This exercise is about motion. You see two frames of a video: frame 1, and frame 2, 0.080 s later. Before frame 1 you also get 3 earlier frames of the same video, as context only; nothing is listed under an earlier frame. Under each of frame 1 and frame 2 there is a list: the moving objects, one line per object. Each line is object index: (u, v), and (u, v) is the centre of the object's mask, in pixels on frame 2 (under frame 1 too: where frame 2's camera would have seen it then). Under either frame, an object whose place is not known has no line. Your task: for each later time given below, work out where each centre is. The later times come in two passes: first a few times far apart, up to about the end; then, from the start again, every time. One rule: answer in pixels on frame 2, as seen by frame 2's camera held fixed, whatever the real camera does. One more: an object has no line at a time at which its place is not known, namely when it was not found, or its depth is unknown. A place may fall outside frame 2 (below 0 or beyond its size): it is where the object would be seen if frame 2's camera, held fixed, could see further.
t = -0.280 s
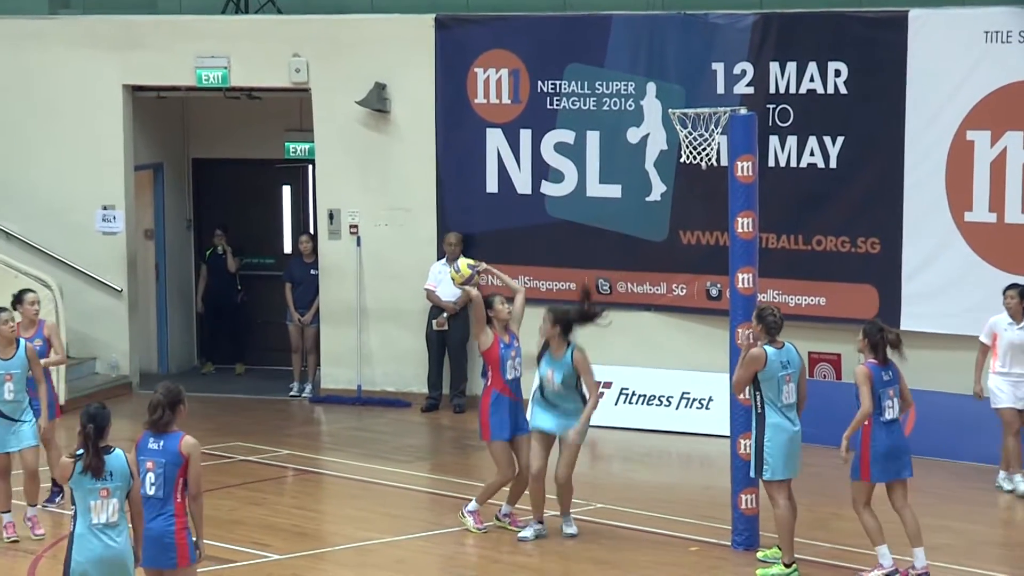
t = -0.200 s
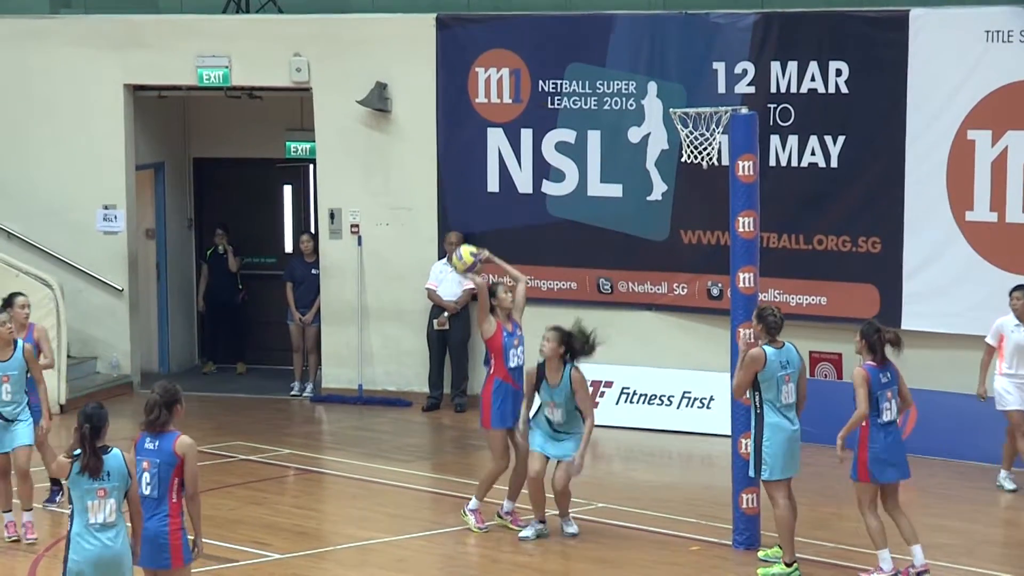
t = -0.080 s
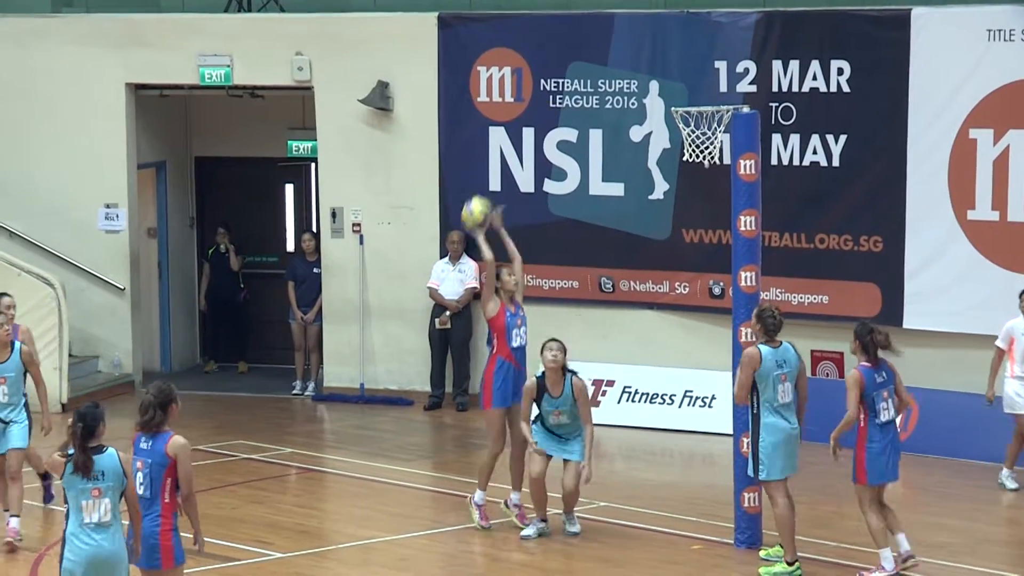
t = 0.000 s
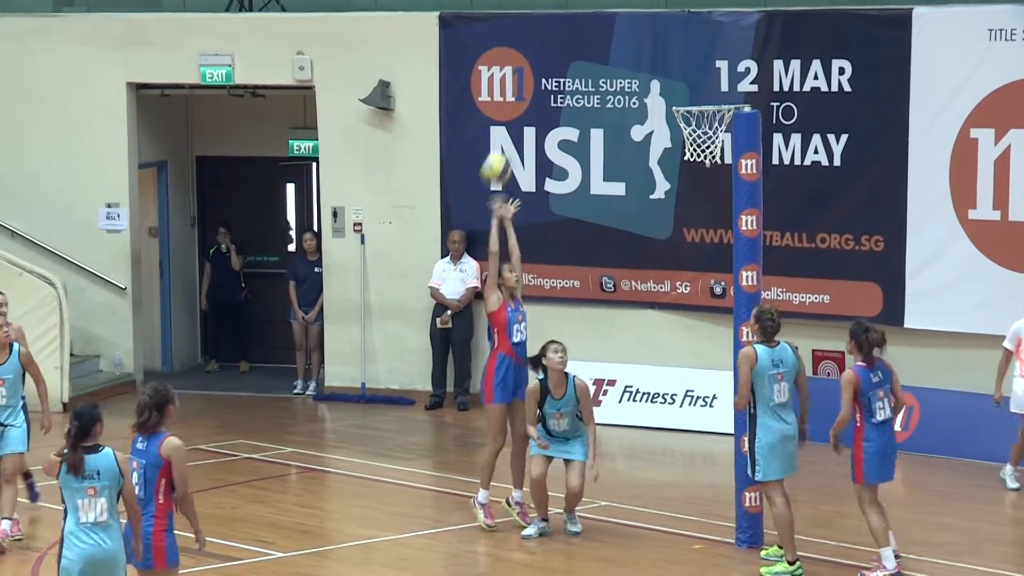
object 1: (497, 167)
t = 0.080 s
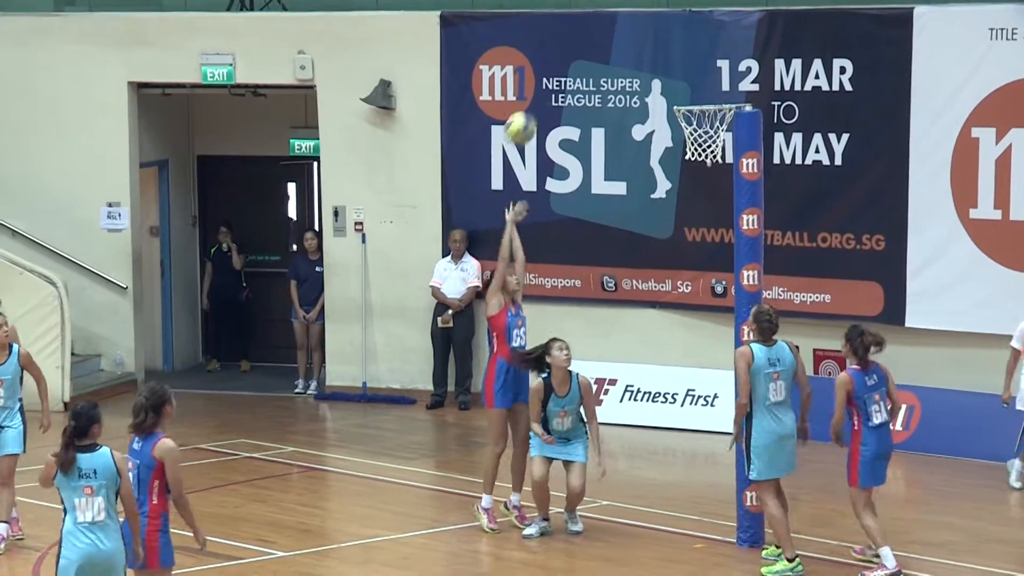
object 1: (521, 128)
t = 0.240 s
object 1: (564, 76)
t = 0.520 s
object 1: (642, 67)
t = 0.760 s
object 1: (665, 81)
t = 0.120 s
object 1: (531, 112)
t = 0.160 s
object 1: (541, 98)
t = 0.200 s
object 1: (552, 86)
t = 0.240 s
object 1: (564, 76)
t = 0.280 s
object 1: (575, 68)
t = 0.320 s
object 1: (585, 62)
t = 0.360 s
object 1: (596, 59)
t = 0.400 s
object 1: (607, 58)
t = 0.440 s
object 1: (619, 58)
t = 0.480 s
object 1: (630, 61)
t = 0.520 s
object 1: (642, 67)
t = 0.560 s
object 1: (654, 75)
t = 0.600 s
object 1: (666, 86)
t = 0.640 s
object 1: (674, 92)
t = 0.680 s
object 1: (670, 86)
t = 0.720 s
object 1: (667, 83)
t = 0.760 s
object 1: (665, 81)
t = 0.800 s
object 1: (662, 82)
